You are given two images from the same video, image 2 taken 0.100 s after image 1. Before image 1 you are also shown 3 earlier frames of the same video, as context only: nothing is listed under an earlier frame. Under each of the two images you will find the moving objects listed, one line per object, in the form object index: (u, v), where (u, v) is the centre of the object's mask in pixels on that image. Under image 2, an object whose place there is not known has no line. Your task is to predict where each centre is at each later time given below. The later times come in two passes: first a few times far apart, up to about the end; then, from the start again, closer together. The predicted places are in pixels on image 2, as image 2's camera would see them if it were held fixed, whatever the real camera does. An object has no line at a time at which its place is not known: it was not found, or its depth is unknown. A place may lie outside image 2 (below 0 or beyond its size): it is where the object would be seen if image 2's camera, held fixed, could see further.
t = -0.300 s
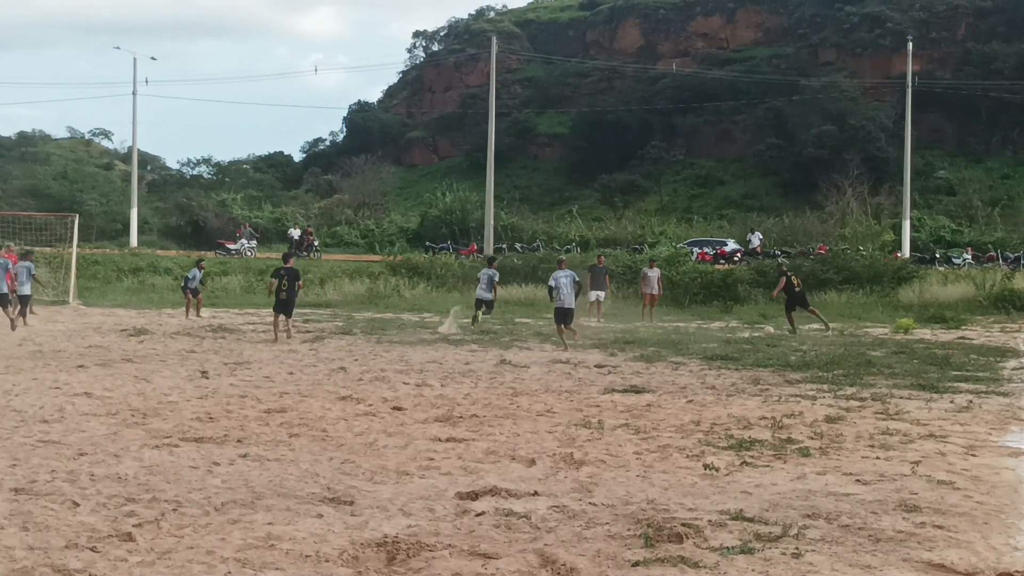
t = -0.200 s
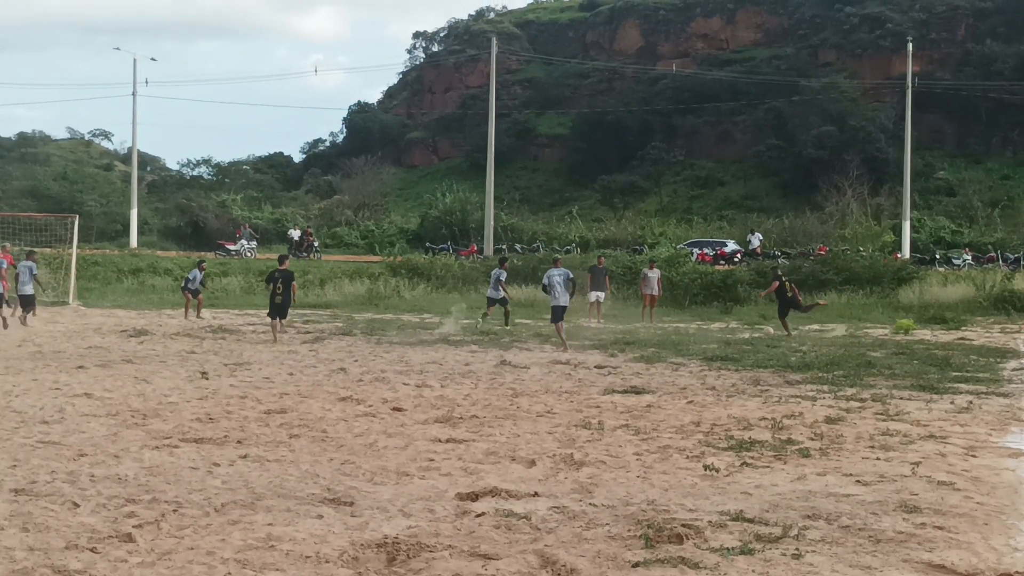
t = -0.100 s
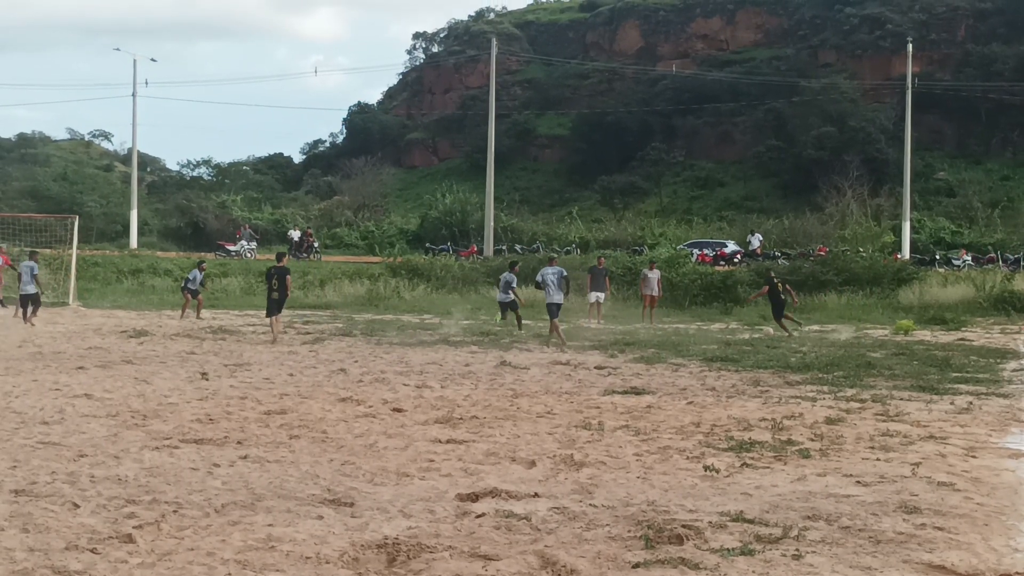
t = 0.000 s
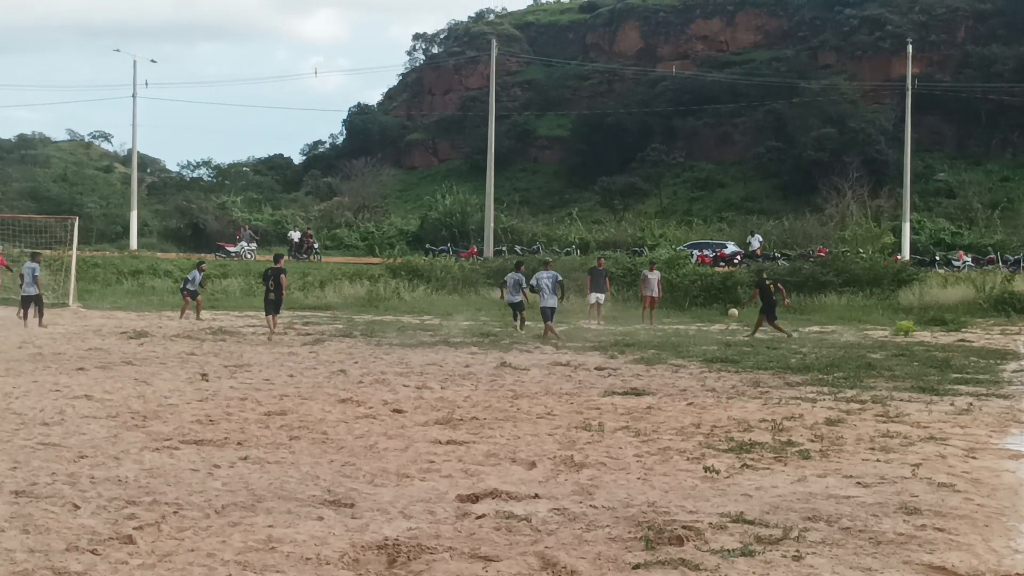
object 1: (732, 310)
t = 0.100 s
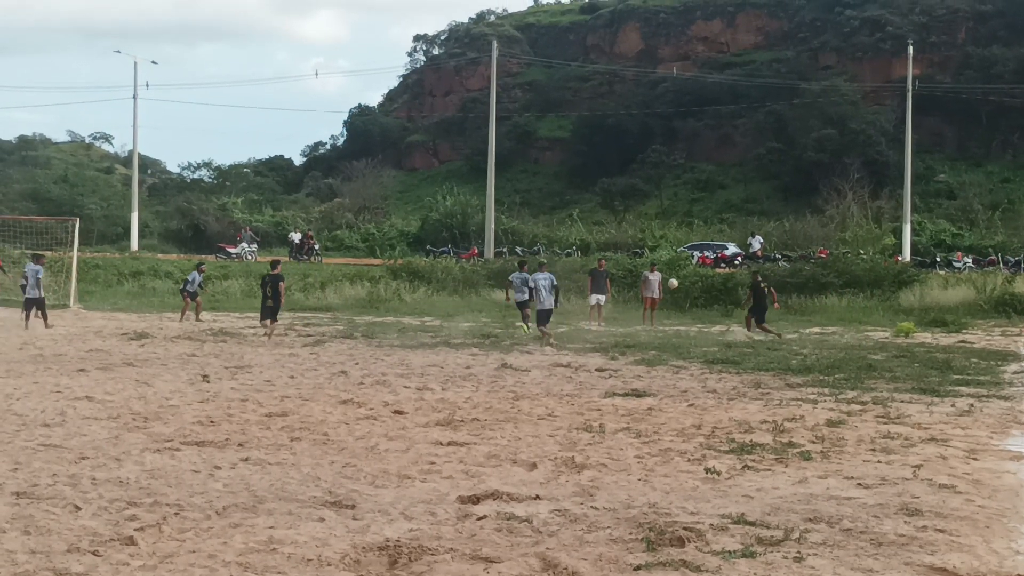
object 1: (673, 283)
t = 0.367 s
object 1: (522, 219)
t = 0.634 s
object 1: (384, 180)
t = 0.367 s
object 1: (522, 219)
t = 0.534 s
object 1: (435, 192)
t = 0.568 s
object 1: (418, 188)
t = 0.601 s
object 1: (401, 184)
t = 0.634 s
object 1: (384, 180)
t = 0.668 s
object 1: (367, 177)
